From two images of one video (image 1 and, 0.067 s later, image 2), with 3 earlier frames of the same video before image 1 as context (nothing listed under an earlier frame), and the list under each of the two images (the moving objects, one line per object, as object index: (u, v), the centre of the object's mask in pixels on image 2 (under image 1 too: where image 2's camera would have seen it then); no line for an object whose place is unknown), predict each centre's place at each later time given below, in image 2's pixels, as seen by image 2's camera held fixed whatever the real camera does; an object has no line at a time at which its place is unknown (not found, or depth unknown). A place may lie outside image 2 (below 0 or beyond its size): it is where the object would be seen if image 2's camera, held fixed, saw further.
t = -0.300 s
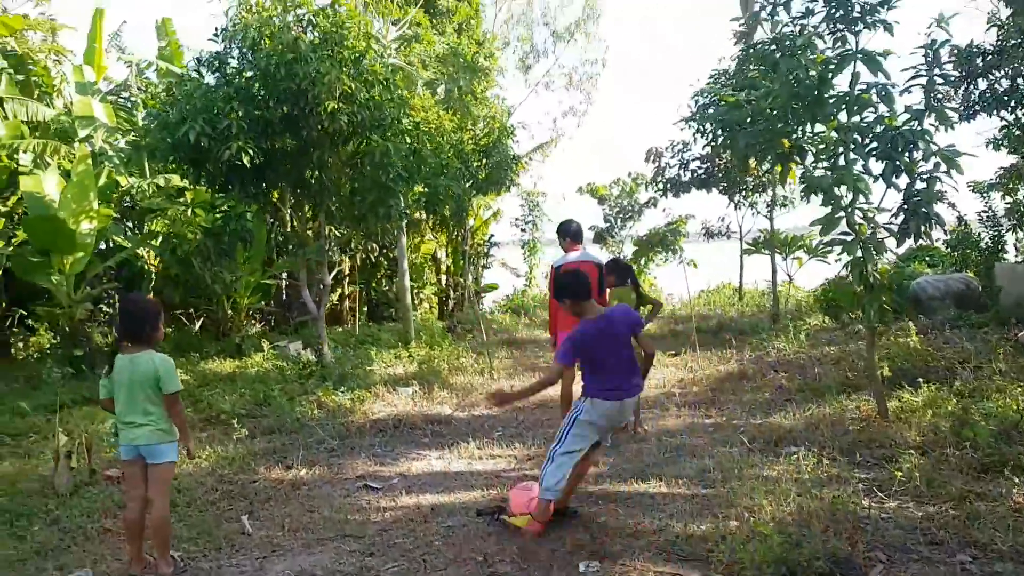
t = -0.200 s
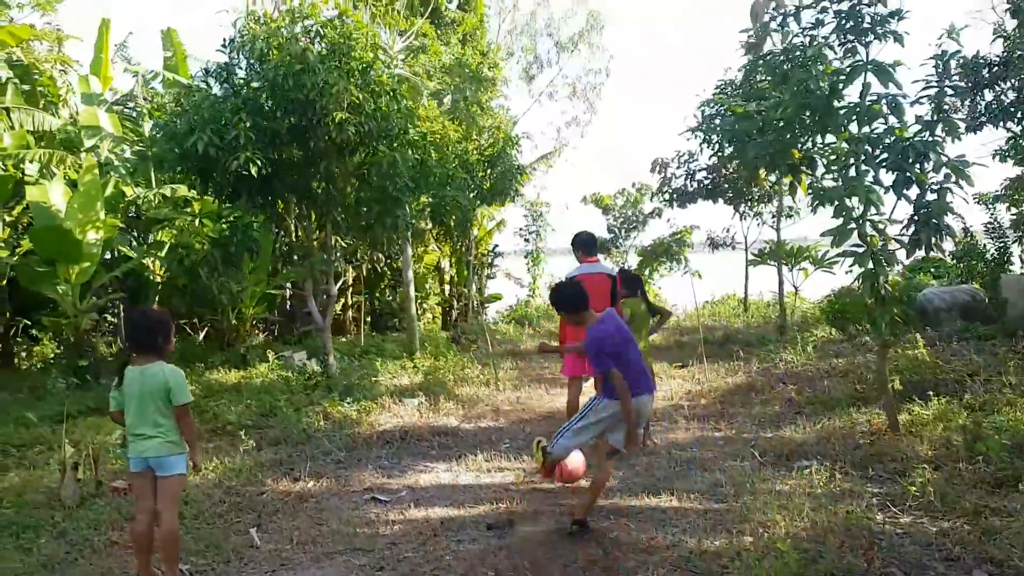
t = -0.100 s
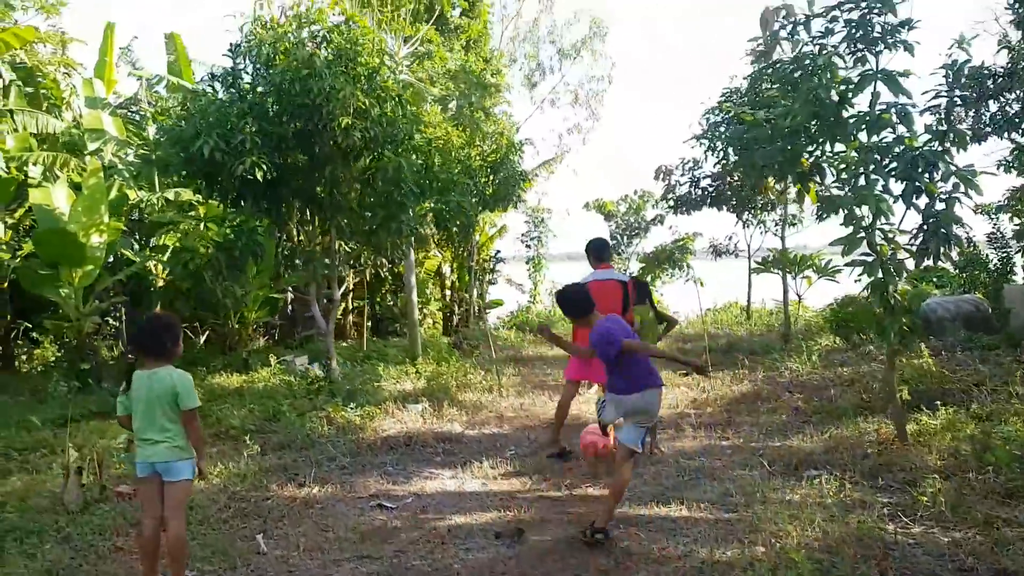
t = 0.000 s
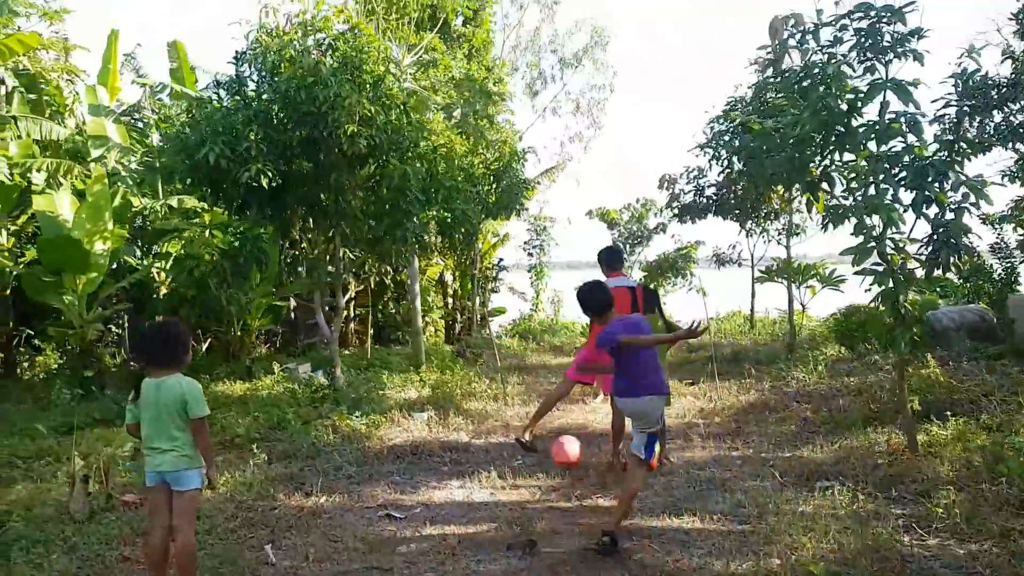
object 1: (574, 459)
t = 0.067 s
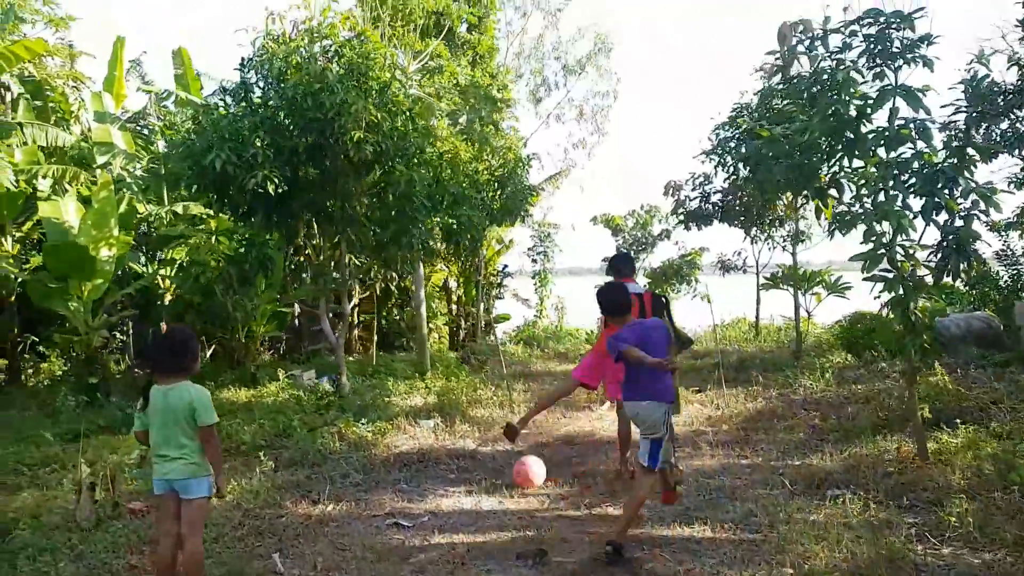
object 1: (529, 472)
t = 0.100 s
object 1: (510, 475)
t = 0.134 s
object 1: (493, 474)
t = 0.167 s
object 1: (478, 475)
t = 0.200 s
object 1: (463, 476)
